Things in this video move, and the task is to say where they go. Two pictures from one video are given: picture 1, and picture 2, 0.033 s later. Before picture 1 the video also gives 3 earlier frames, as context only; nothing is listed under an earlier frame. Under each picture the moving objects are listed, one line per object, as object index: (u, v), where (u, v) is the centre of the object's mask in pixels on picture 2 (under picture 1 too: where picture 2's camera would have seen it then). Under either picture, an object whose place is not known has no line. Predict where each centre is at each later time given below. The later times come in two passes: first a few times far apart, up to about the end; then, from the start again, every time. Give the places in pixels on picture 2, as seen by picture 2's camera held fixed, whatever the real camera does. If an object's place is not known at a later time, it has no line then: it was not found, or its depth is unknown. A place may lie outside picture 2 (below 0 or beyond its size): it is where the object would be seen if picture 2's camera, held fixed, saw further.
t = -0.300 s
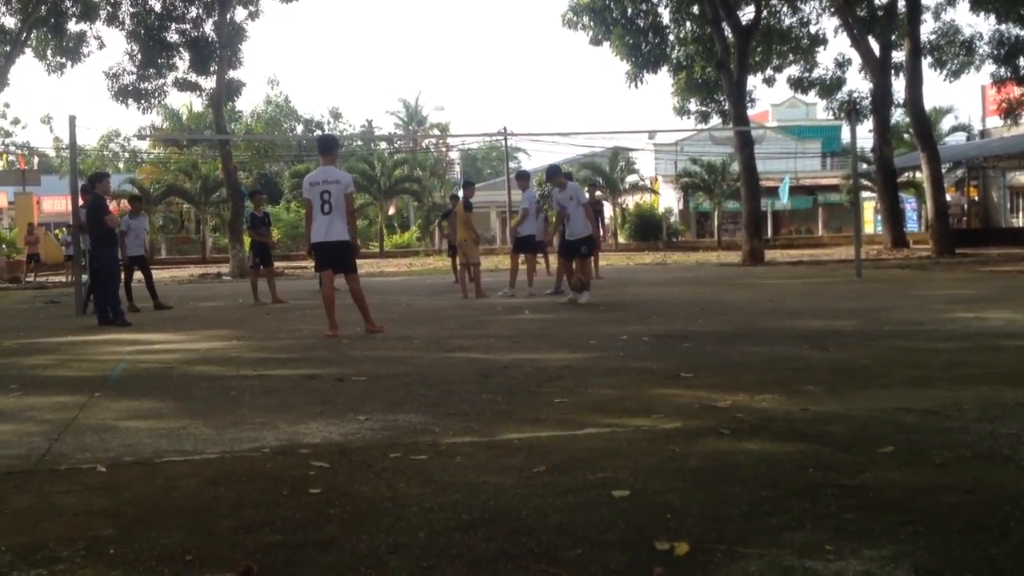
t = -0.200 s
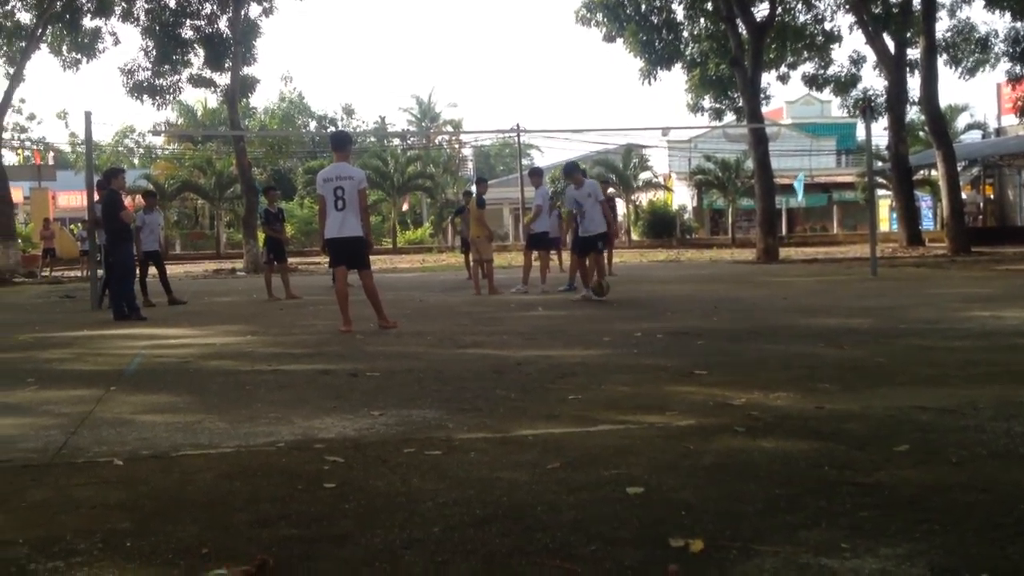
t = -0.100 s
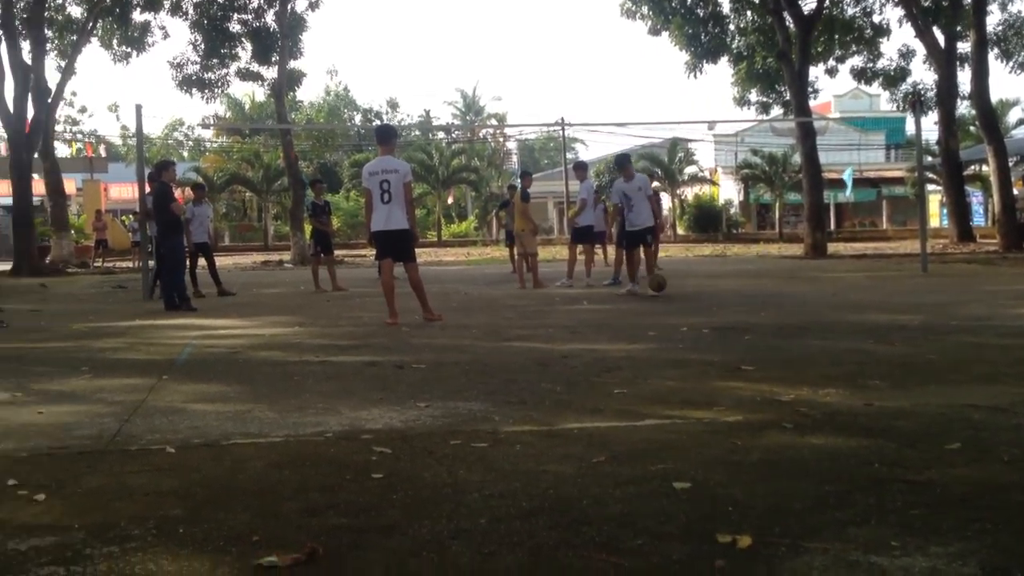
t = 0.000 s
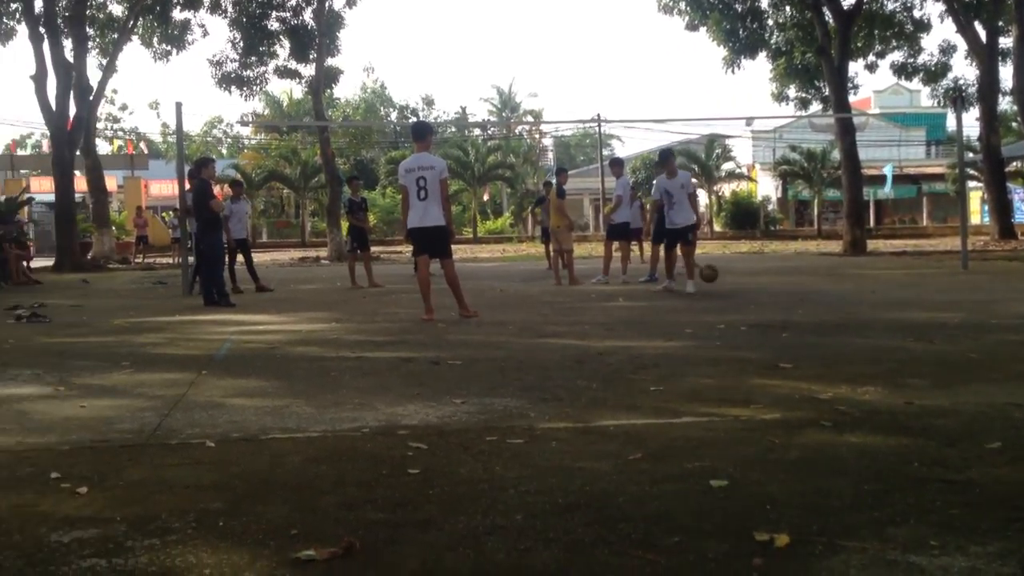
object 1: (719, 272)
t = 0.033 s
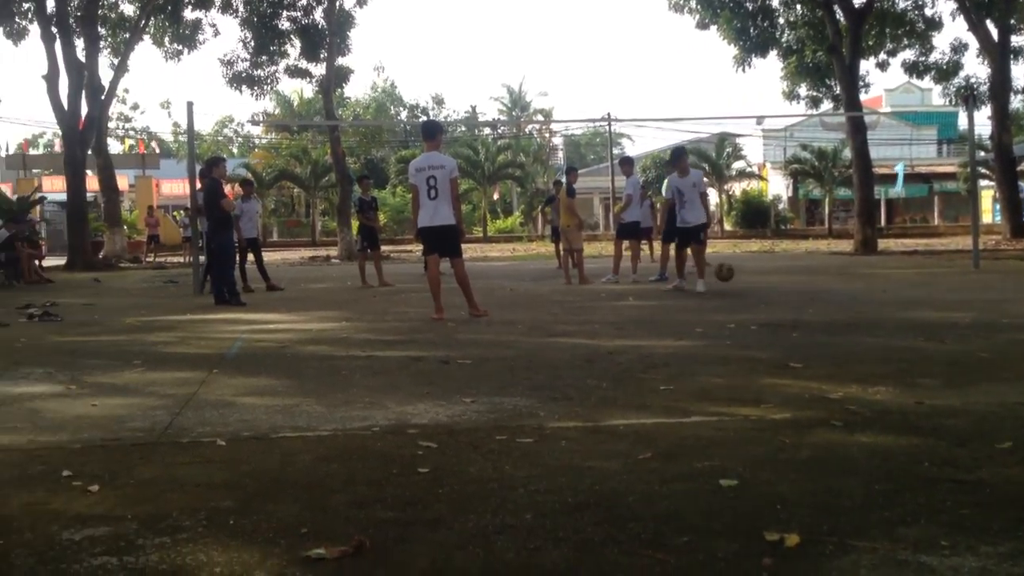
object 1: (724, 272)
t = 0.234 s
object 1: (757, 284)
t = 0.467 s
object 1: (794, 285)
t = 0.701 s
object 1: (834, 286)
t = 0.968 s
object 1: (880, 290)
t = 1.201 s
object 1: (919, 288)
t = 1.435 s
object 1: (961, 293)
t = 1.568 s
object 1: (985, 293)
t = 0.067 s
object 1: (730, 273)
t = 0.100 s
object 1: (735, 274)
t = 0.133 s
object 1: (741, 277)
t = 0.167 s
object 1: (746, 281)
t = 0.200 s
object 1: (751, 287)
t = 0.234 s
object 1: (757, 284)
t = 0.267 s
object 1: (762, 281)
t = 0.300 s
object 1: (767, 279)
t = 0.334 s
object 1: (773, 278)
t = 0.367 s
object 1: (778, 279)
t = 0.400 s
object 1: (784, 280)
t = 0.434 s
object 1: (789, 282)
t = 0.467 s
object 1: (794, 285)
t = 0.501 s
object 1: (800, 287)
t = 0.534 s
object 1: (806, 285)
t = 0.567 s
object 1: (811, 283)
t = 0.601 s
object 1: (816, 282)
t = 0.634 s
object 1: (822, 282)
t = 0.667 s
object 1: (828, 283)
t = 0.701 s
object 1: (834, 286)
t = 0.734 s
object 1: (840, 289)
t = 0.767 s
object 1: (845, 285)
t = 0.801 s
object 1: (851, 285)
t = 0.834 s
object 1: (857, 284)
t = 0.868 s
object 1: (862, 285)
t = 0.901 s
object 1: (868, 285)
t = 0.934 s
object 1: (873, 287)
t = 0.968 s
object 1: (880, 290)
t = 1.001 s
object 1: (885, 287)
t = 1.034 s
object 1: (891, 286)
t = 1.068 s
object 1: (897, 286)
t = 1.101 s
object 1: (902, 288)
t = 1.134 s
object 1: (908, 290)
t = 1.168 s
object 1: (914, 289)
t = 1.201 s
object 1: (919, 288)
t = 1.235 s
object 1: (925, 288)
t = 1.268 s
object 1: (931, 289)
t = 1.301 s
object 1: (937, 292)
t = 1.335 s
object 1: (943, 290)
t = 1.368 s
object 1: (949, 290)
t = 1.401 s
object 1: (955, 292)
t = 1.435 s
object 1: (961, 293)
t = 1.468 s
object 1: (967, 291)
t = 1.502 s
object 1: (973, 292)
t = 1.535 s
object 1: (979, 293)
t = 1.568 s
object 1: (985, 293)
